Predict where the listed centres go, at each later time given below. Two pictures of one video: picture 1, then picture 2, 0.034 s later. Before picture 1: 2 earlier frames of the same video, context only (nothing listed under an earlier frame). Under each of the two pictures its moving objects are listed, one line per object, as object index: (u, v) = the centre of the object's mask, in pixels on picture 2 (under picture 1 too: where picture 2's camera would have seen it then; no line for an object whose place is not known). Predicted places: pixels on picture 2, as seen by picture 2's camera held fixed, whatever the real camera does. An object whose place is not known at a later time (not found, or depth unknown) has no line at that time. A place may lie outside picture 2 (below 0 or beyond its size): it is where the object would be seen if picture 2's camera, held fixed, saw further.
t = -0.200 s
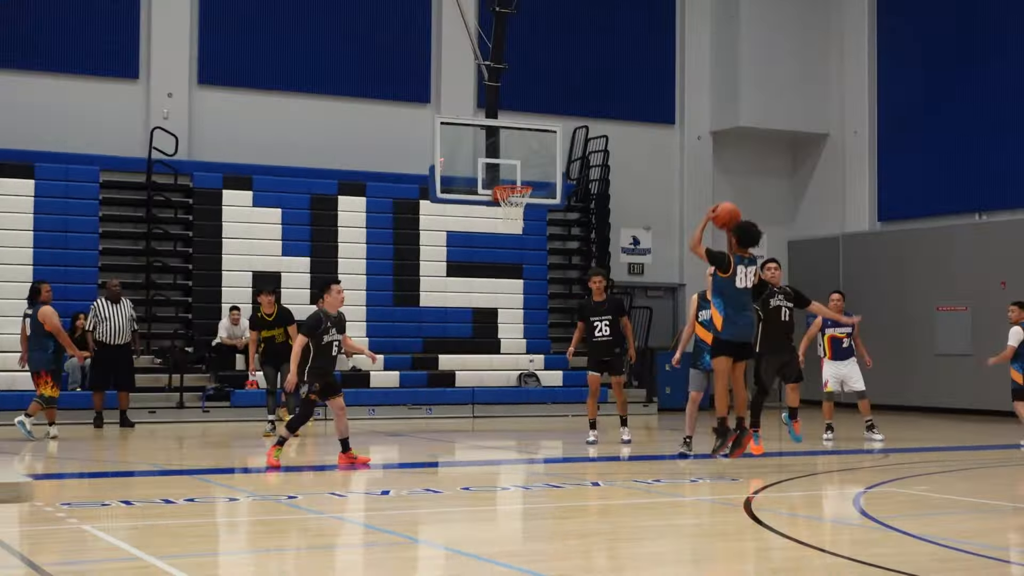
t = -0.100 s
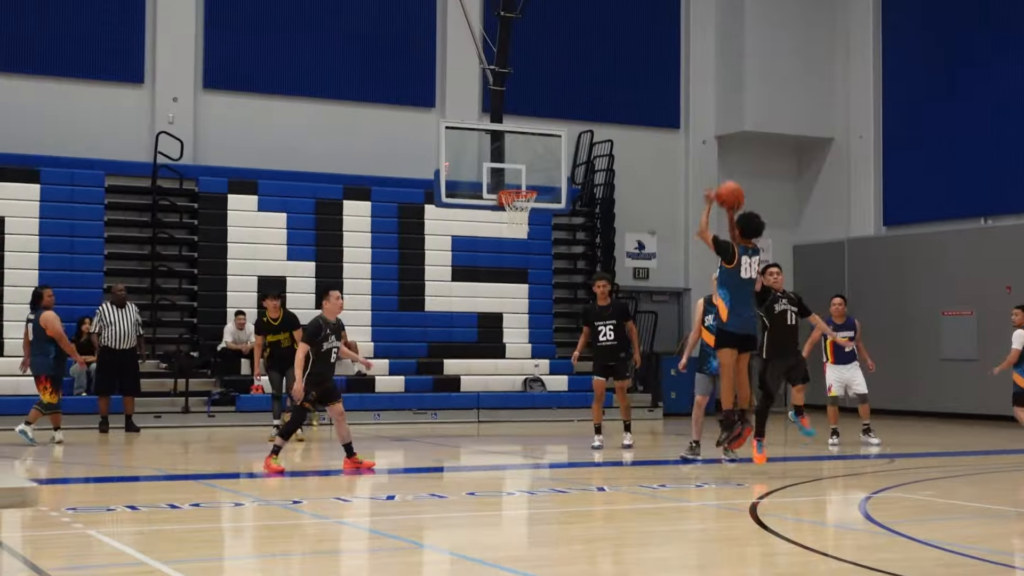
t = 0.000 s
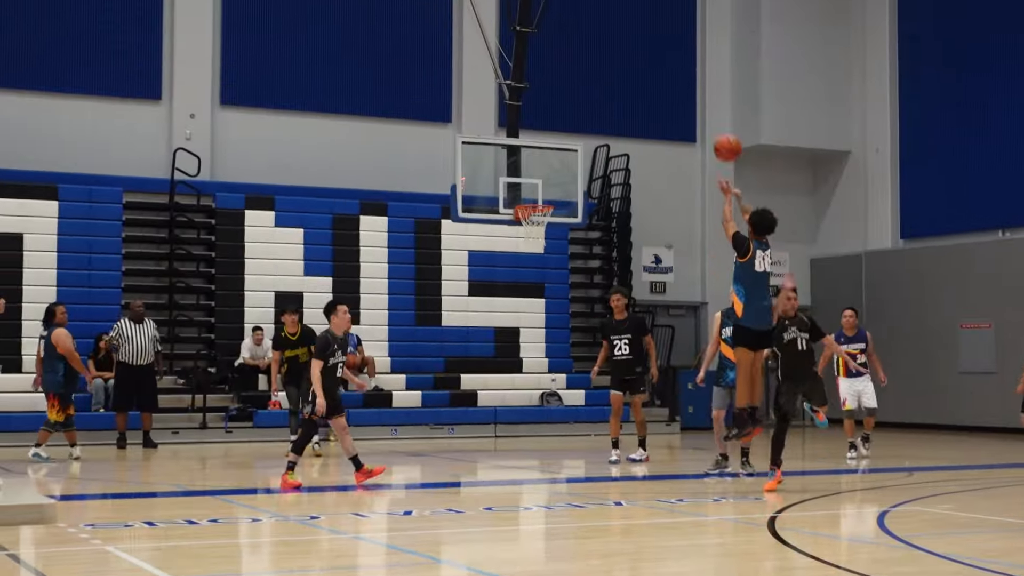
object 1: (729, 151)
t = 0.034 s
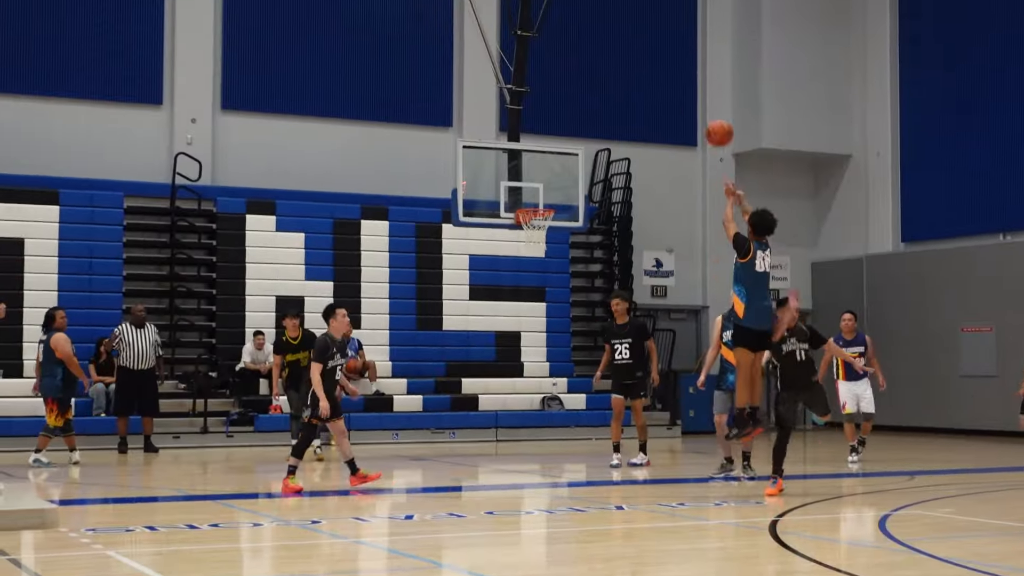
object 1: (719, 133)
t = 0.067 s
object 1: (711, 116)
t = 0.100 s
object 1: (704, 100)
